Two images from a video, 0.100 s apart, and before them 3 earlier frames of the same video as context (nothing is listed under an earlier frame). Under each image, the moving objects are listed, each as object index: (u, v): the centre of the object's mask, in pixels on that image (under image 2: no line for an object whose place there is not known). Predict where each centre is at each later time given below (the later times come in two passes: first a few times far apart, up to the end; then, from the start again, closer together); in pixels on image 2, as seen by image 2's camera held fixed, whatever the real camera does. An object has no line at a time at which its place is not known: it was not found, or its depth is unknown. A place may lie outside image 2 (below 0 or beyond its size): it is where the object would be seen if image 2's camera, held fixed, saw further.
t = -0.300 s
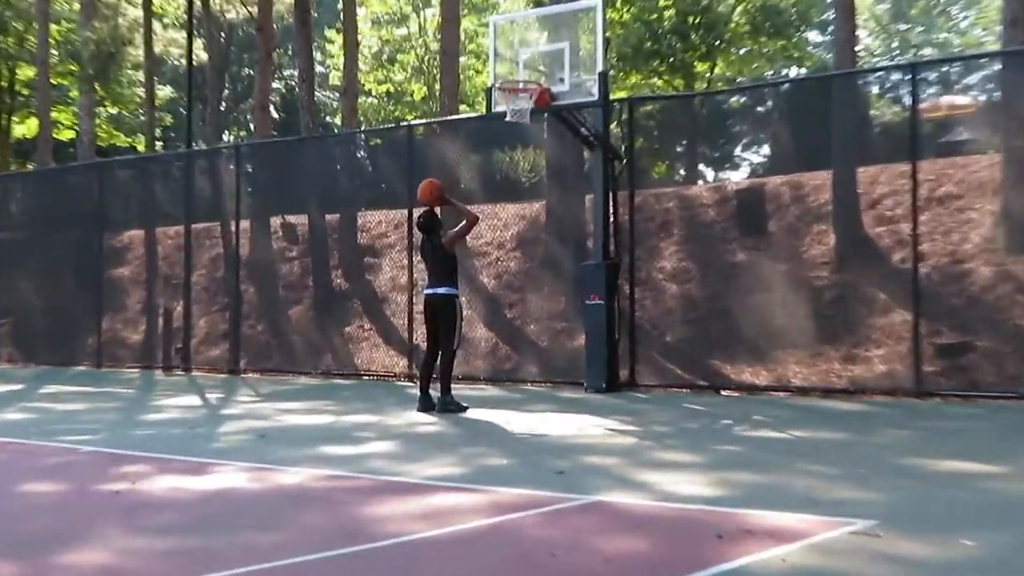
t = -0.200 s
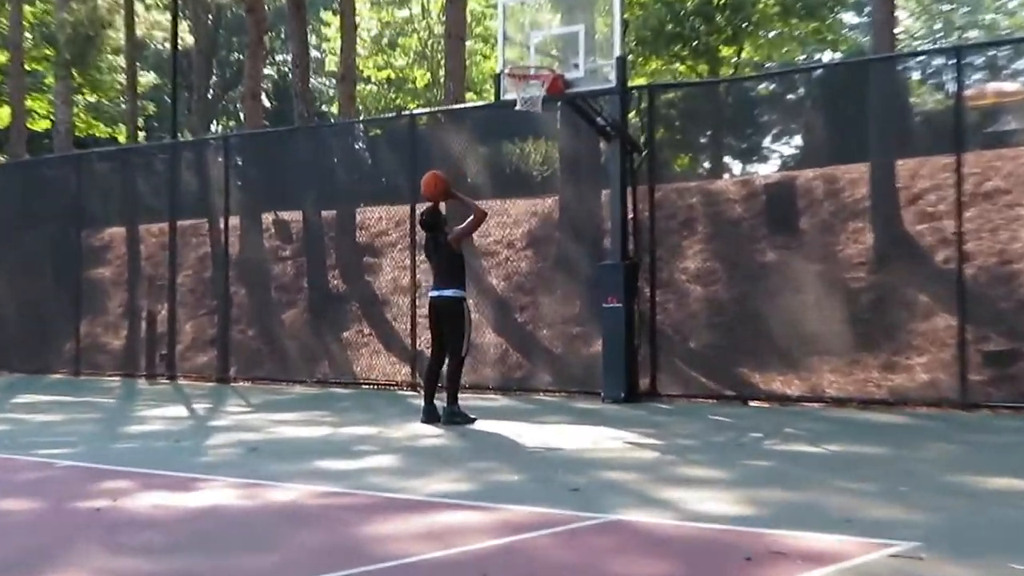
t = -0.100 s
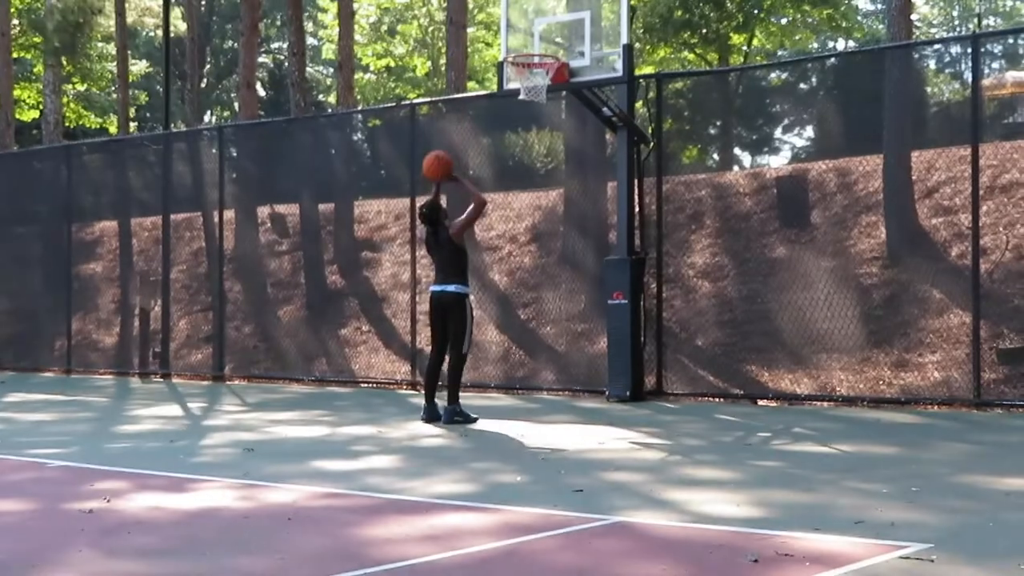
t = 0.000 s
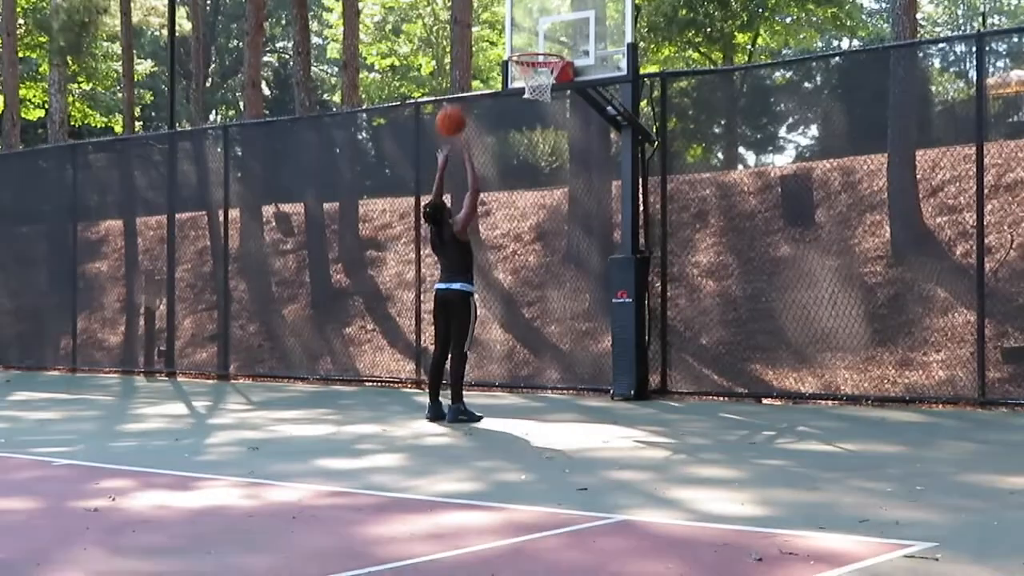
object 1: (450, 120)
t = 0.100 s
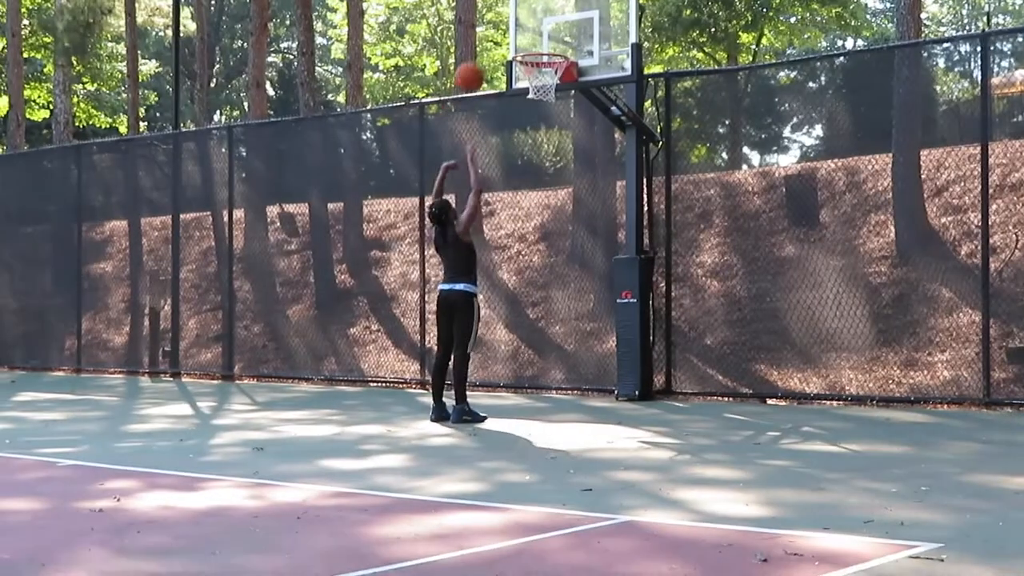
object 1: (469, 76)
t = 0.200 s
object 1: (483, 46)
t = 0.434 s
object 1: (514, 22)
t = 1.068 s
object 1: (543, 61)
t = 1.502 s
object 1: (542, 91)
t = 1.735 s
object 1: (549, 114)
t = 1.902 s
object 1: (551, 166)
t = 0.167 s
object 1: (478, 55)
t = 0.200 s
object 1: (483, 46)
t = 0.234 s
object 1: (487, 38)
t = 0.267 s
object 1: (492, 33)
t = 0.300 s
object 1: (496, 27)
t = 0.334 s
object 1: (500, 24)
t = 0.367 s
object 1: (505, 22)
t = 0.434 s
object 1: (514, 22)
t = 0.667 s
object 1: (539, 43)
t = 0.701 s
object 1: (541, 40)
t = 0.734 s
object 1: (543, 36)
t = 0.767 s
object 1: (544, 35)
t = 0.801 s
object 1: (546, 34)
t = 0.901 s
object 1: (551, 41)
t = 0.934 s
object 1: (553, 44)
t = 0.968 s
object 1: (555, 48)
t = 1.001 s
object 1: (552, 50)
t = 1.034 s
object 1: (550, 50)
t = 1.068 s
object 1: (543, 61)
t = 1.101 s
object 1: (538, 67)
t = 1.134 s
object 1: (533, 72)
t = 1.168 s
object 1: (529, 76)
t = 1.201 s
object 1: (526, 75)
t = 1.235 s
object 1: (523, 77)
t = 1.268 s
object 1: (524, 76)
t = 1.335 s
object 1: (527, 79)
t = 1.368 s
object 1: (529, 81)
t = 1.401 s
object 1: (532, 84)
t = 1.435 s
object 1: (535, 86)
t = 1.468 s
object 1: (538, 89)
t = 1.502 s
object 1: (542, 91)
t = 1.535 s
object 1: (544, 92)
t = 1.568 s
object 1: (545, 95)
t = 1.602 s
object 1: (547, 103)
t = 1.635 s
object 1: (547, 103)
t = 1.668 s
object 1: (548, 105)
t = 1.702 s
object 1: (549, 108)
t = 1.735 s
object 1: (549, 114)
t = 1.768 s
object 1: (550, 121)
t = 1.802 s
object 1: (550, 130)
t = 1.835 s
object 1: (551, 141)
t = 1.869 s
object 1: (551, 154)
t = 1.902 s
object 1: (551, 166)
